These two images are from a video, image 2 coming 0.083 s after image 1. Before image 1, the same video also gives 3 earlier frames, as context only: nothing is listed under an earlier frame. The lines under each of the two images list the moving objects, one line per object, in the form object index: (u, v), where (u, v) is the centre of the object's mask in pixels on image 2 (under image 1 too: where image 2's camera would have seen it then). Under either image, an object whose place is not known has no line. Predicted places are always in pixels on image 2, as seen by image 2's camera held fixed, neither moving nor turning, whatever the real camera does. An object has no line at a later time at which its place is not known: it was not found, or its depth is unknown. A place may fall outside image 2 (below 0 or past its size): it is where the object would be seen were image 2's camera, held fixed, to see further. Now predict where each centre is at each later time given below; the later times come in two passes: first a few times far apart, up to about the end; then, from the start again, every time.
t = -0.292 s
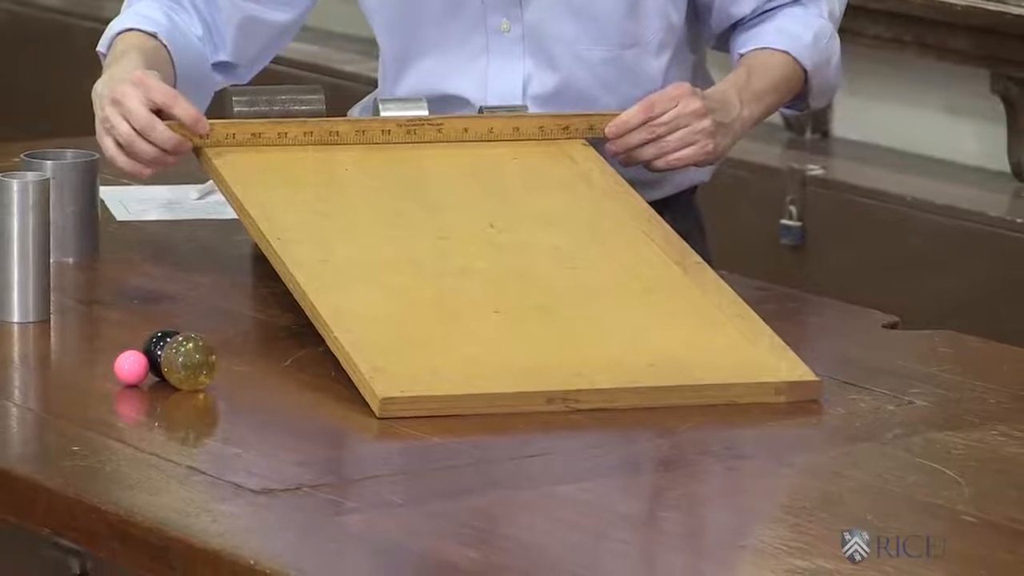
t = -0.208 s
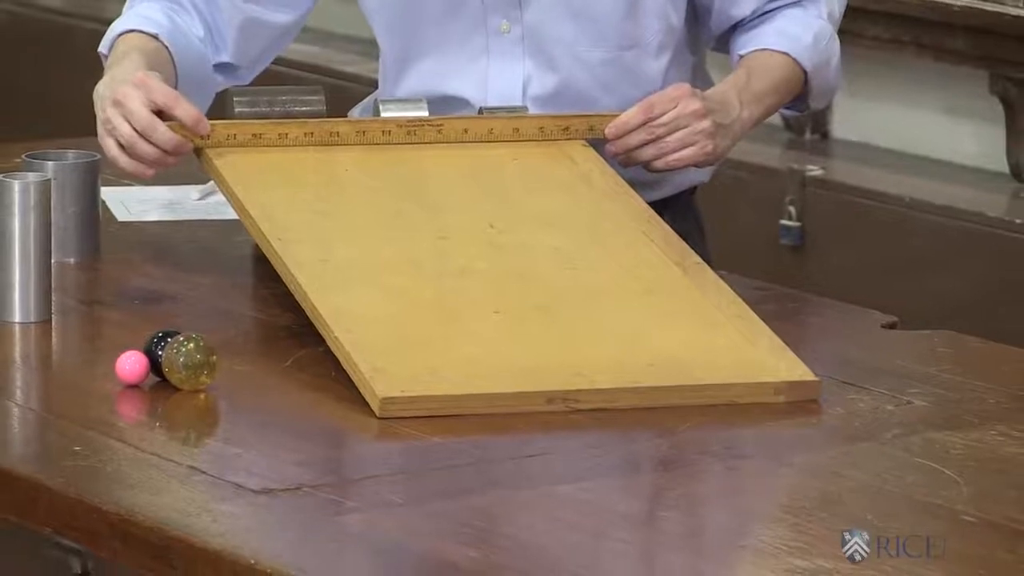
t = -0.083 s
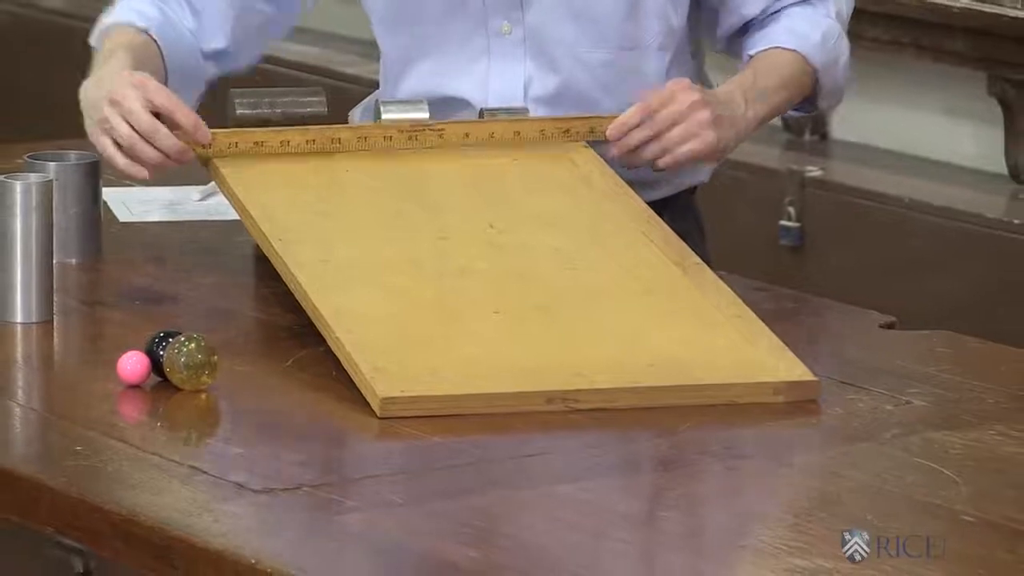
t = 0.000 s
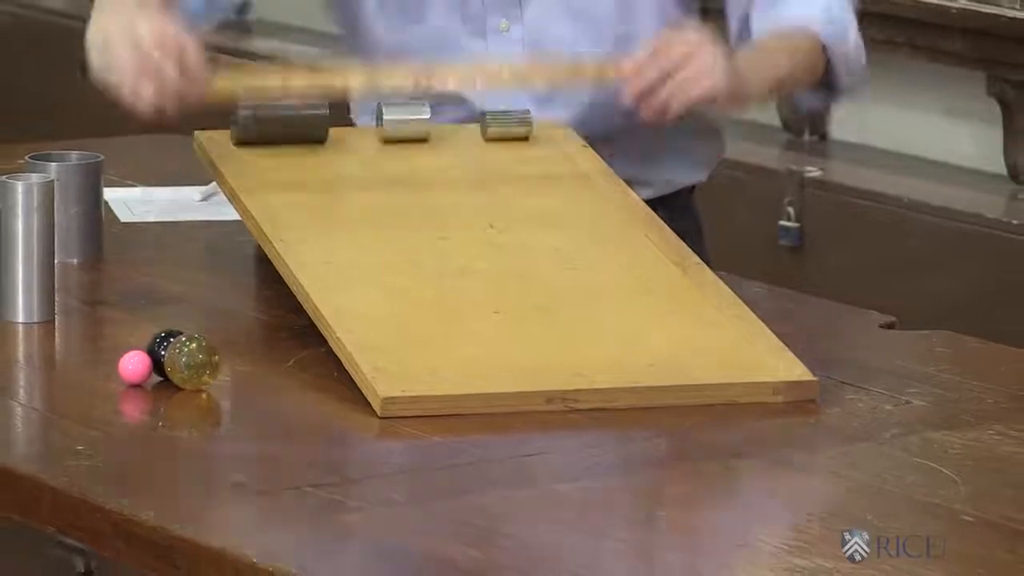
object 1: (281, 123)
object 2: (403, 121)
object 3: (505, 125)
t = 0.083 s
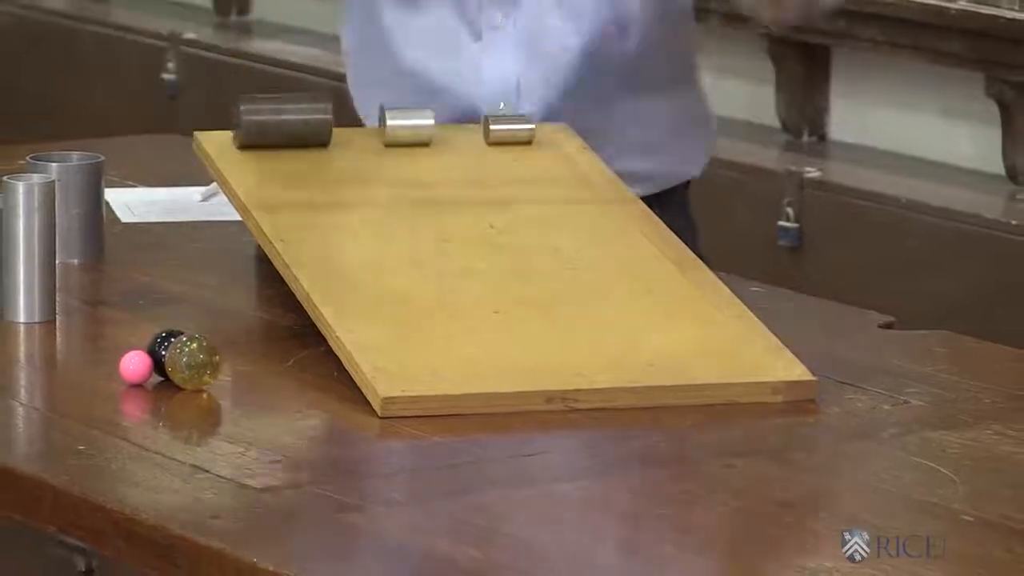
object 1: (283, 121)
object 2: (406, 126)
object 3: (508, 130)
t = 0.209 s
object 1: (288, 129)
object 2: (413, 134)
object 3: (515, 137)
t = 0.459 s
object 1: (307, 155)
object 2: (433, 160)
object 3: (539, 163)
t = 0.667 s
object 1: (331, 190)
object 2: (458, 192)
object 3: (568, 196)
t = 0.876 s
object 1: (363, 235)
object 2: (492, 237)
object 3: (608, 241)
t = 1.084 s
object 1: (404, 296)
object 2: (534, 296)
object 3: (661, 301)
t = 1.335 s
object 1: (470, 406)
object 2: (598, 399)
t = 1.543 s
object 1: (535, 467)
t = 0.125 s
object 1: (283, 123)
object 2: (408, 128)
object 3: (510, 131)
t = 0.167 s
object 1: (285, 126)
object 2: (411, 130)
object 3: (513, 134)
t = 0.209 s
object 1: (288, 129)
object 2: (413, 134)
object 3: (515, 137)
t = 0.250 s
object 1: (290, 132)
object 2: (415, 137)
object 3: (518, 140)
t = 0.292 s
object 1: (293, 136)
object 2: (419, 141)
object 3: (522, 144)
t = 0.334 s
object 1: (296, 140)
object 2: (422, 145)
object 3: (526, 148)
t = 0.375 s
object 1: (299, 145)
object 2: (425, 149)
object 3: (530, 153)
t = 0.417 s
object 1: (303, 150)
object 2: (429, 154)
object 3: (534, 158)
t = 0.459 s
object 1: (307, 155)
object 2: (433, 160)
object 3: (539, 163)
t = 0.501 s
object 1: (311, 161)
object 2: (437, 165)
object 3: (544, 169)
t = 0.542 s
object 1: (315, 168)
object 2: (442, 171)
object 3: (549, 175)
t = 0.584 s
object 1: (320, 175)
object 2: (447, 177)
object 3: (555, 182)
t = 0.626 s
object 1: (325, 182)
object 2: (452, 185)
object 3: (561, 189)
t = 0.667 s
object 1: (331, 190)
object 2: (458, 192)
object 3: (568, 196)
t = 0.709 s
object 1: (337, 198)
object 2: (464, 200)
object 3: (575, 204)
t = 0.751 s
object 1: (343, 206)
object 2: (470, 208)
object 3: (583, 212)
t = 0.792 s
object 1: (349, 215)
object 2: (477, 218)
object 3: (591, 222)
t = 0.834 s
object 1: (356, 225)
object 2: (484, 227)
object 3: (599, 231)
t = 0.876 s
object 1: (363, 235)
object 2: (492, 237)
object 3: (608, 241)
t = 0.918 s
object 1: (371, 246)
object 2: (500, 248)
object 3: (618, 252)
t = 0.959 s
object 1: (378, 258)
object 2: (507, 259)
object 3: (628, 263)
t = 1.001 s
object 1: (386, 270)
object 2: (515, 271)
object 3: (639, 275)
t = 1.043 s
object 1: (395, 283)
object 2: (524, 283)
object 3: (650, 288)
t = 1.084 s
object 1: (404, 296)
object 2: (534, 296)
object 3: (661, 301)
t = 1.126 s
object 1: (414, 310)
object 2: (543, 310)
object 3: (674, 315)
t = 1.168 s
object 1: (424, 325)
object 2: (553, 325)
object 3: (687, 329)
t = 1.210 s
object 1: (435, 341)
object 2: (563, 340)
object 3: (700, 345)
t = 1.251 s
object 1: (446, 357)
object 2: (574, 356)
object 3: (714, 361)
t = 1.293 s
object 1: (456, 377)
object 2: (586, 375)
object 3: (730, 384)
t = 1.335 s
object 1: (470, 406)
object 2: (598, 399)
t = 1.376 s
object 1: (481, 418)
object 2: (606, 411)
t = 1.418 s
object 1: (494, 430)
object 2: (615, 426)
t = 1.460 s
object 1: (508, 442)
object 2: (631, 438)
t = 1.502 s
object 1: (522, 454)
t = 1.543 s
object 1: (535, 467)
